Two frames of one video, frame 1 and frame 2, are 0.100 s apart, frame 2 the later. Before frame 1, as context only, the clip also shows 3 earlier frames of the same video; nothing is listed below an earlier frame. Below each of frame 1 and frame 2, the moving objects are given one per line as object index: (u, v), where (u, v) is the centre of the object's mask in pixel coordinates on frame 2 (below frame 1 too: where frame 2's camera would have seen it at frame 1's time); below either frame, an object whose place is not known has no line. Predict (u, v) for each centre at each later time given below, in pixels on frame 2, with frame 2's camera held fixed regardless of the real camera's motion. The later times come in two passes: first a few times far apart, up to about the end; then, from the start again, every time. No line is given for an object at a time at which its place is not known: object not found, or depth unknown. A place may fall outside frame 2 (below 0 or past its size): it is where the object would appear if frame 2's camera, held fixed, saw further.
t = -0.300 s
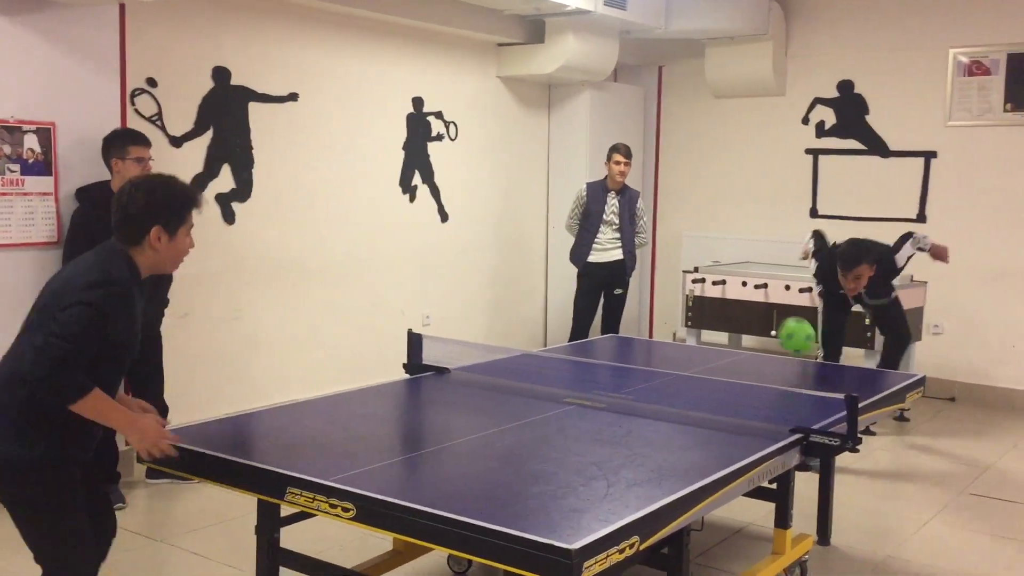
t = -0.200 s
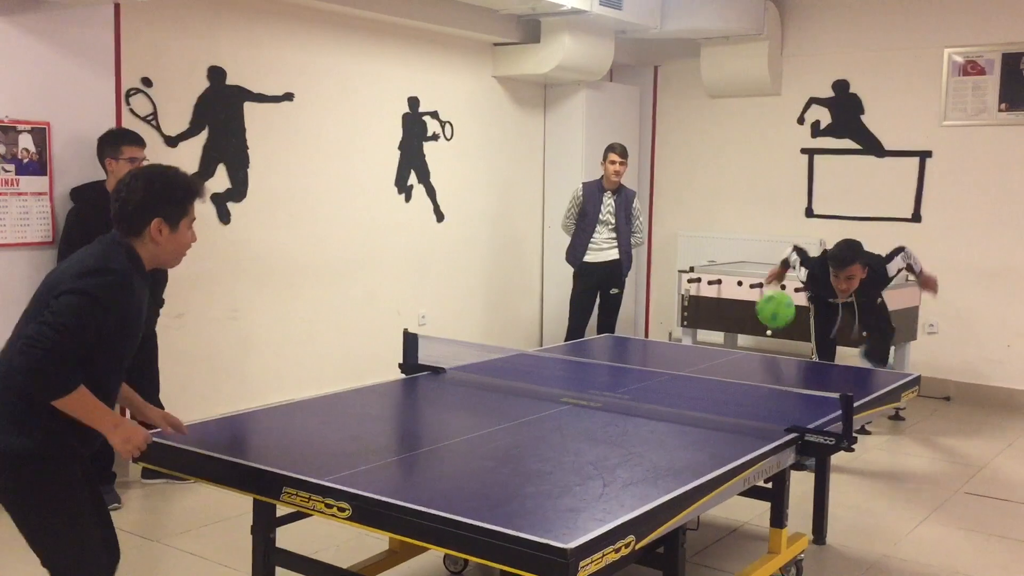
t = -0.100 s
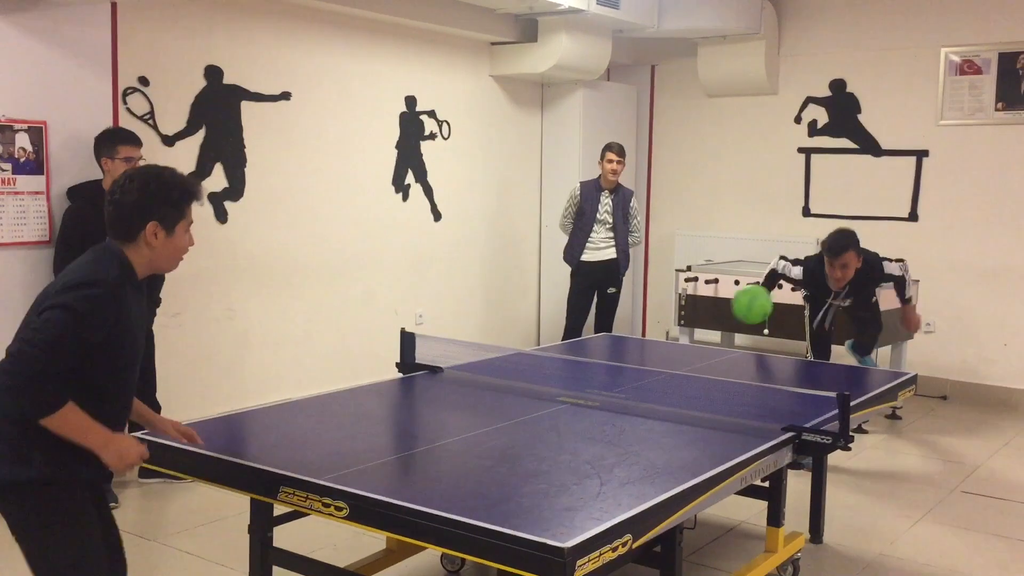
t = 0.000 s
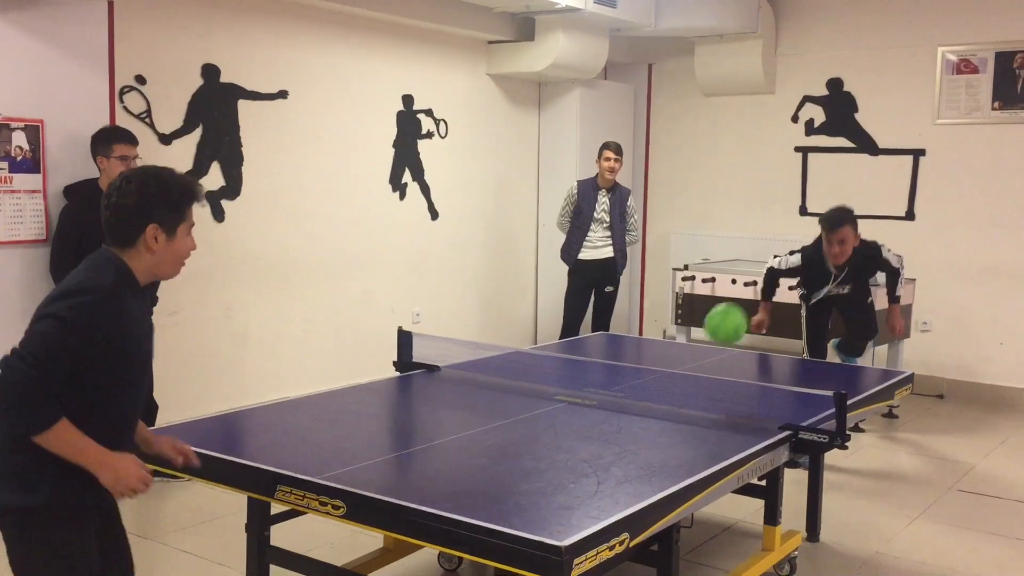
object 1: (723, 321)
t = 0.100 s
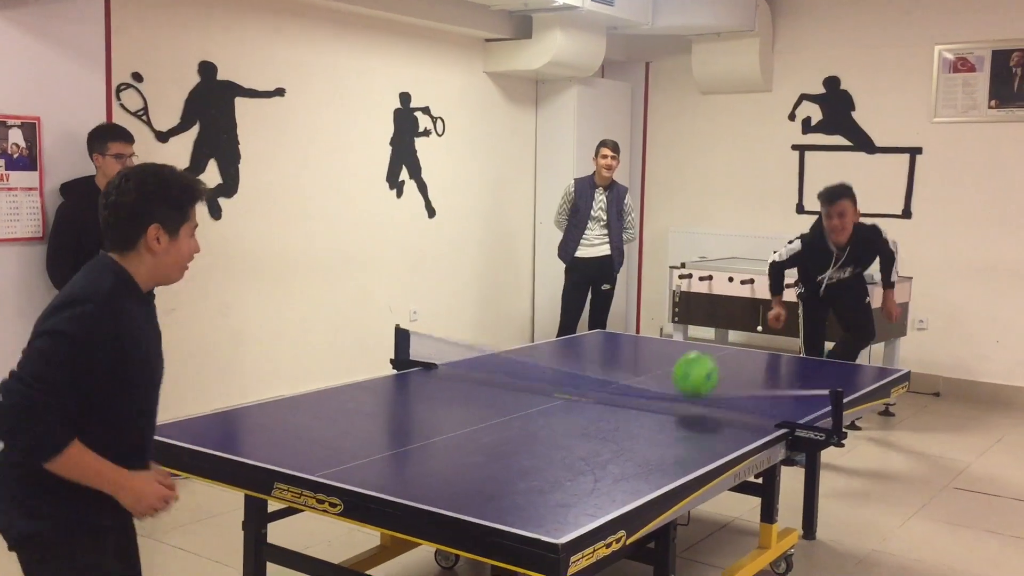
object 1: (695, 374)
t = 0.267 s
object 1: (665, 348)
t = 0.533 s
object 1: (600, 411)
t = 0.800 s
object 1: (496, 463)
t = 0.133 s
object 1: (689, 372)
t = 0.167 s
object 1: (684, 361)
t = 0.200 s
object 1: (677, 354)
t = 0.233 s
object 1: (671, 349)
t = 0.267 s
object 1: (665, 348)
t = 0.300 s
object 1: (659, 349)
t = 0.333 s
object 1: (651, 354)
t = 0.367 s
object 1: (644, 362)
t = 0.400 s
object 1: (636, 376)
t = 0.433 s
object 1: (629, 392)
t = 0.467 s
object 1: (621, 413)
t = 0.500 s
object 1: (610, 421)
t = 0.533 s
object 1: (600, 411)
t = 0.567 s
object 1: (589, 403)
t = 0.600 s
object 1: (578, 399)
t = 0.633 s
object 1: (567, 399)
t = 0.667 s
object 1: (554, 402)
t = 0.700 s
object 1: (541, 409)
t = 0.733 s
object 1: (527, 421)
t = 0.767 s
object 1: (511, 439)
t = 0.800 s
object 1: (496, 463)
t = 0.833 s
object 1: (480, 481)
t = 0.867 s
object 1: (465, 471)
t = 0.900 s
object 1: (448, 465)
